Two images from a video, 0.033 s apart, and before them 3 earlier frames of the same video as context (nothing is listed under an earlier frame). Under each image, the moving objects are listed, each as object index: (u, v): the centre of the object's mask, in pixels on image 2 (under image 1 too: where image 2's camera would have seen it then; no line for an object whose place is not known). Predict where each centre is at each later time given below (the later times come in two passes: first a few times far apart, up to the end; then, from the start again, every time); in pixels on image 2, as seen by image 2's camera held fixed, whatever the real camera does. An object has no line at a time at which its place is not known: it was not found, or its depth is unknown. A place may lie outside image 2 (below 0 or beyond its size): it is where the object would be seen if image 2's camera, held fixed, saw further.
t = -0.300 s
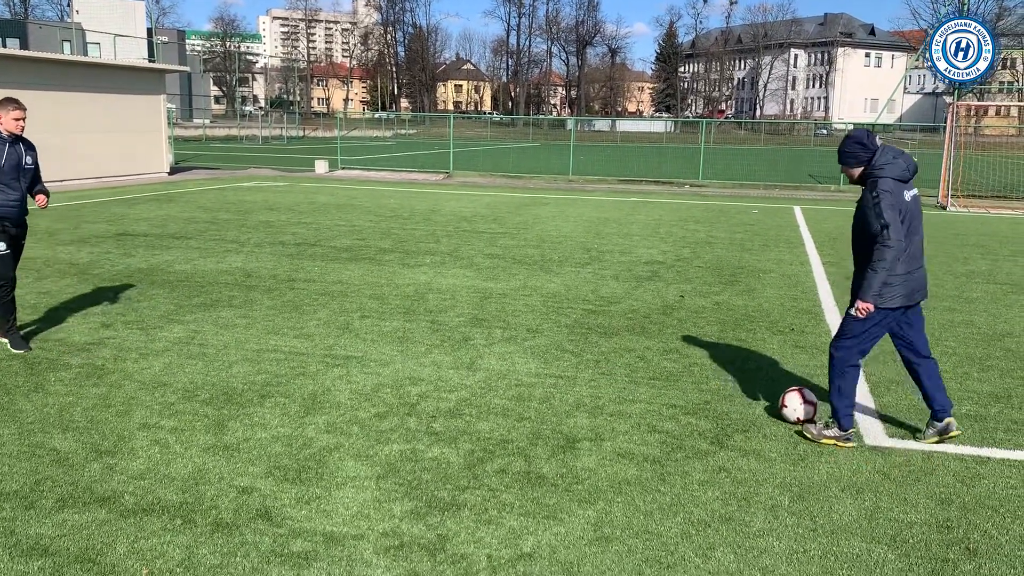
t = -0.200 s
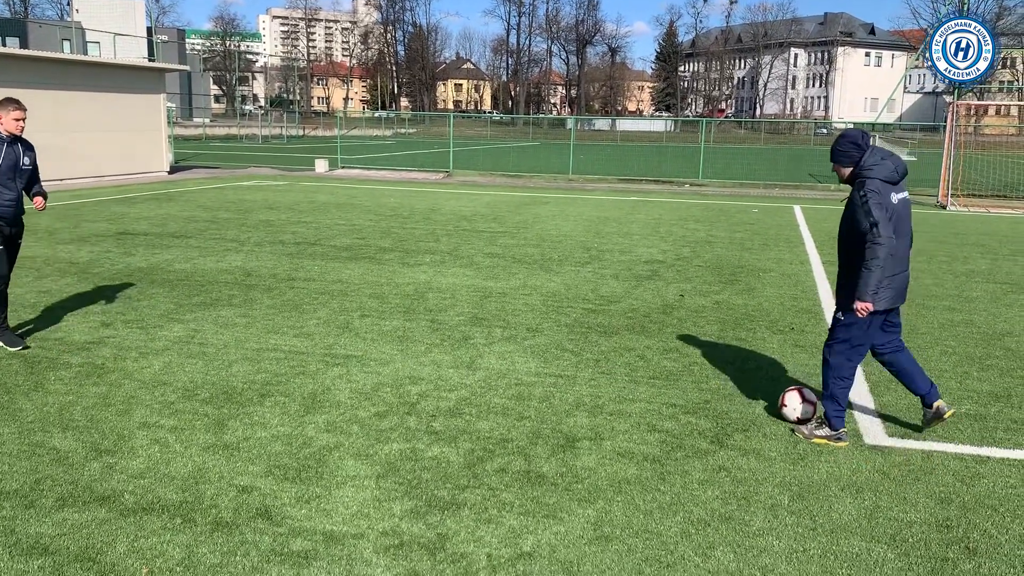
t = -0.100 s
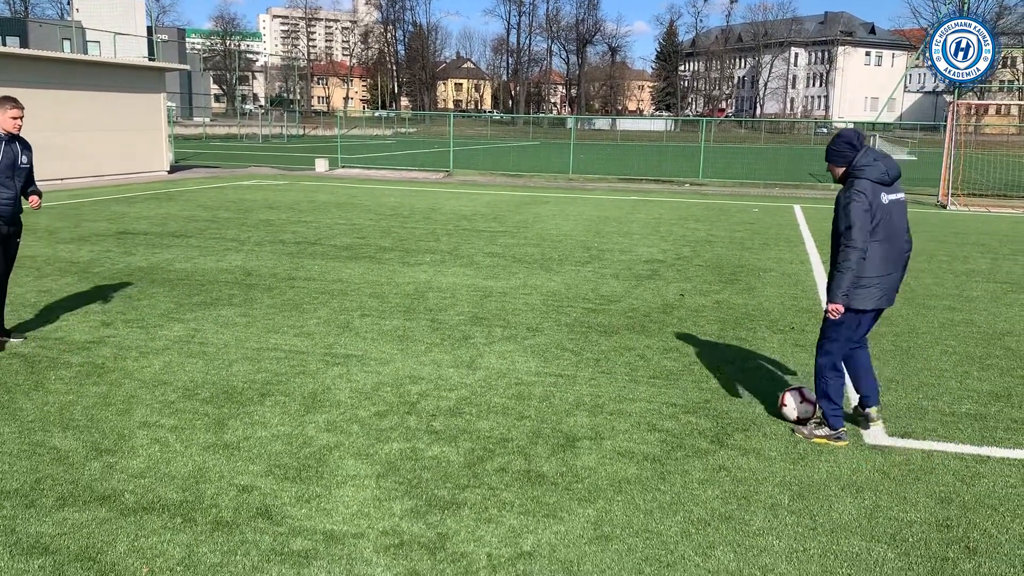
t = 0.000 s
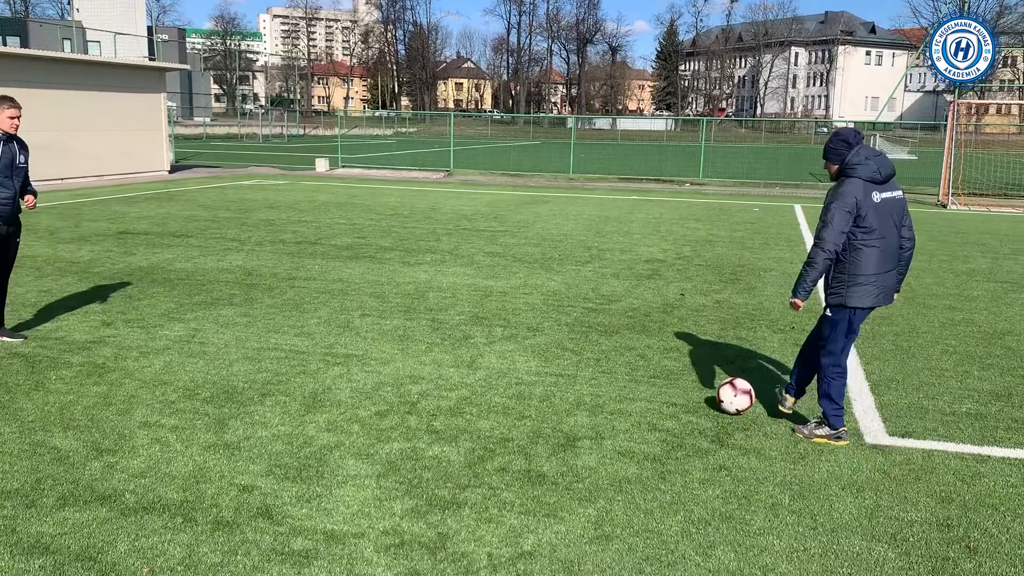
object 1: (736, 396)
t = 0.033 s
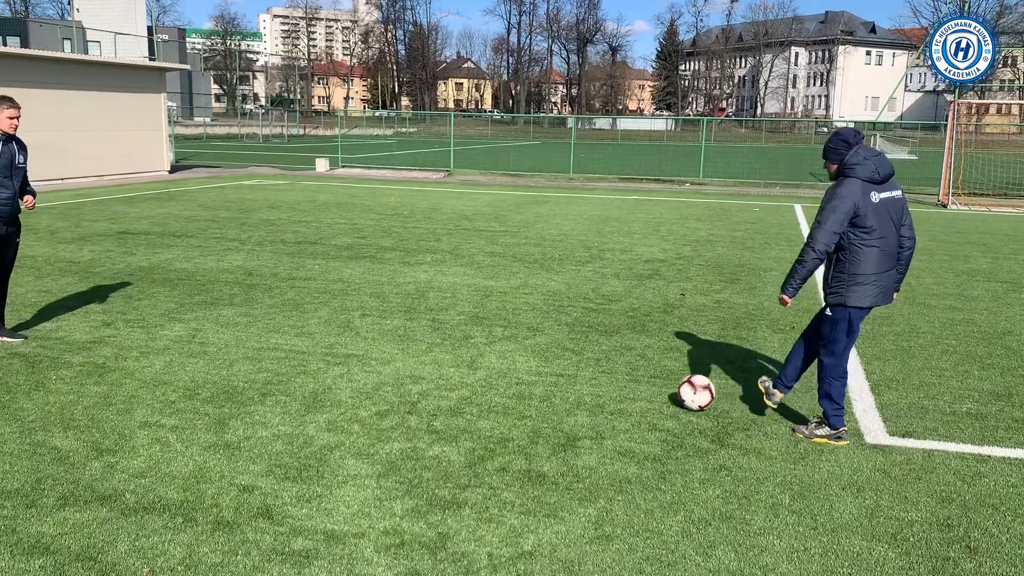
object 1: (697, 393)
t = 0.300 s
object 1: (451, 369)
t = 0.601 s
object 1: (264, 352)
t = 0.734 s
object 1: (196, 348)
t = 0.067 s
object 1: (660, 389)
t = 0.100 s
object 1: (626, 385)
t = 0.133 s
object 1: (593, 381)
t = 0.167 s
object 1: (562, 379)
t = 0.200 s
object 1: (531, 377)
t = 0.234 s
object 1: (504, 374)
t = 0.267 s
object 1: (477, 371)
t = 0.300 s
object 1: (451, 369)
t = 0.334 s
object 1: (427, 366)
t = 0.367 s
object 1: (405, 365)
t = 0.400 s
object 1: (383, 362)
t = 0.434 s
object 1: (362, 360)
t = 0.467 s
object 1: (340, 359)
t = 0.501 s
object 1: (320, 357)
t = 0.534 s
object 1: (301, 355)
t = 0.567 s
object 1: (282, 353)
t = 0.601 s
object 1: (264, 352)
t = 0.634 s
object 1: (247, 351)
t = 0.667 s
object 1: (230, 350)
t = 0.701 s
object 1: (213, 349)
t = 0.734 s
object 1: (196, 348)
